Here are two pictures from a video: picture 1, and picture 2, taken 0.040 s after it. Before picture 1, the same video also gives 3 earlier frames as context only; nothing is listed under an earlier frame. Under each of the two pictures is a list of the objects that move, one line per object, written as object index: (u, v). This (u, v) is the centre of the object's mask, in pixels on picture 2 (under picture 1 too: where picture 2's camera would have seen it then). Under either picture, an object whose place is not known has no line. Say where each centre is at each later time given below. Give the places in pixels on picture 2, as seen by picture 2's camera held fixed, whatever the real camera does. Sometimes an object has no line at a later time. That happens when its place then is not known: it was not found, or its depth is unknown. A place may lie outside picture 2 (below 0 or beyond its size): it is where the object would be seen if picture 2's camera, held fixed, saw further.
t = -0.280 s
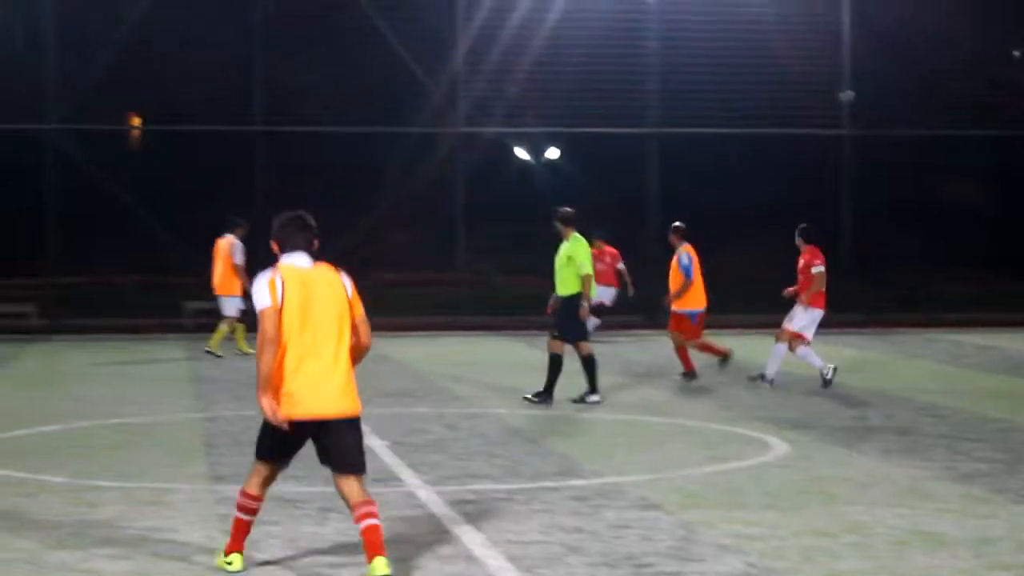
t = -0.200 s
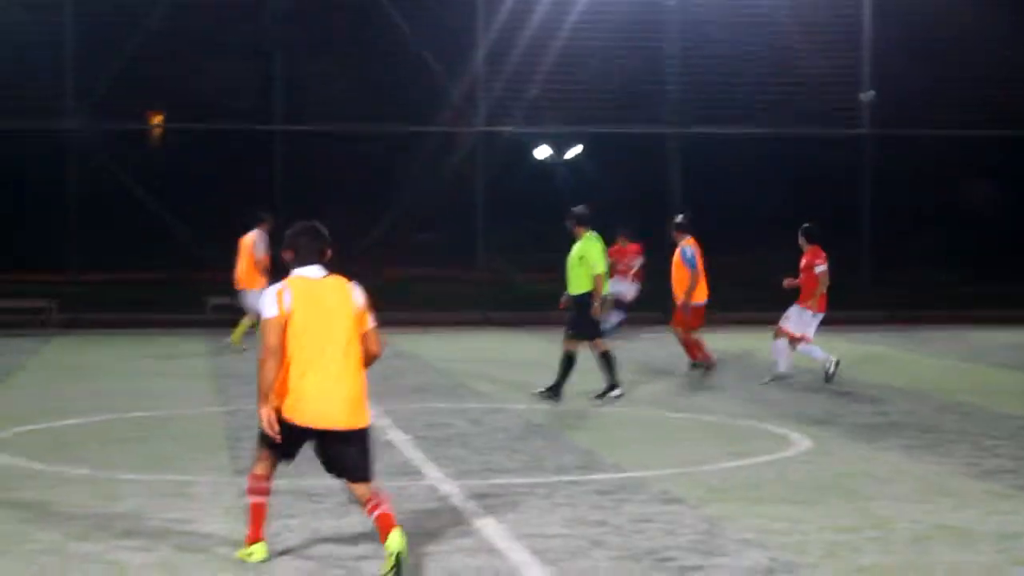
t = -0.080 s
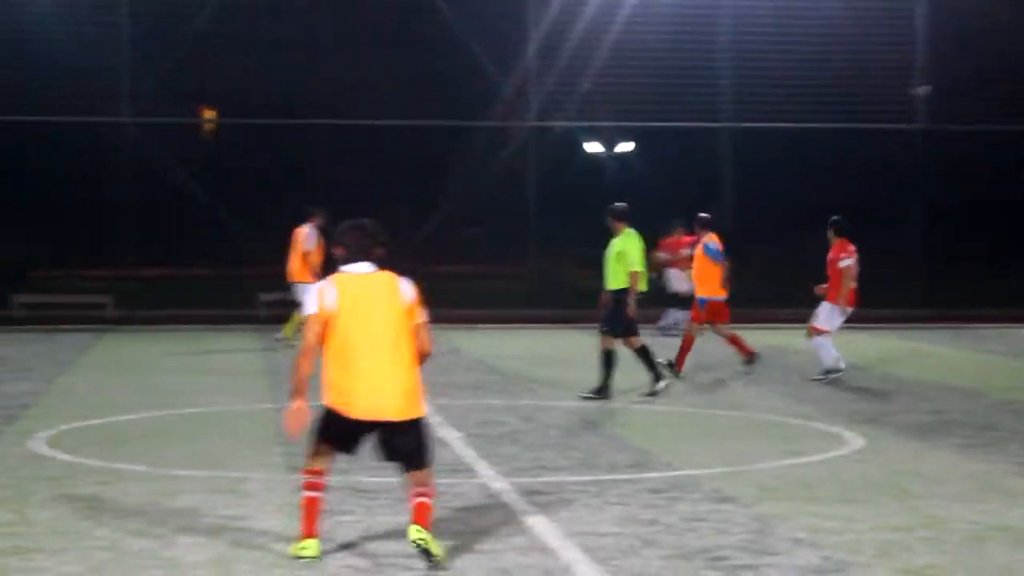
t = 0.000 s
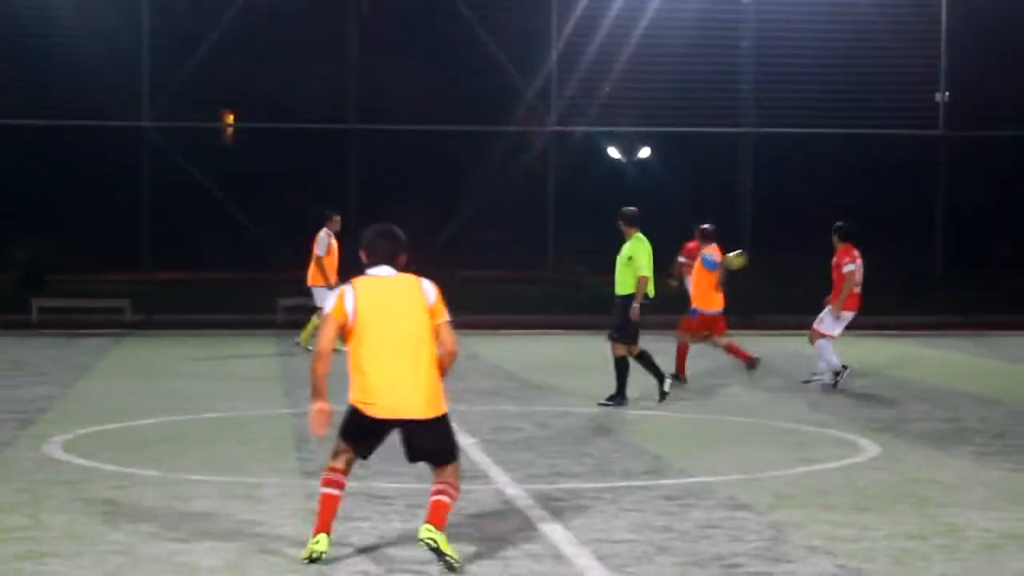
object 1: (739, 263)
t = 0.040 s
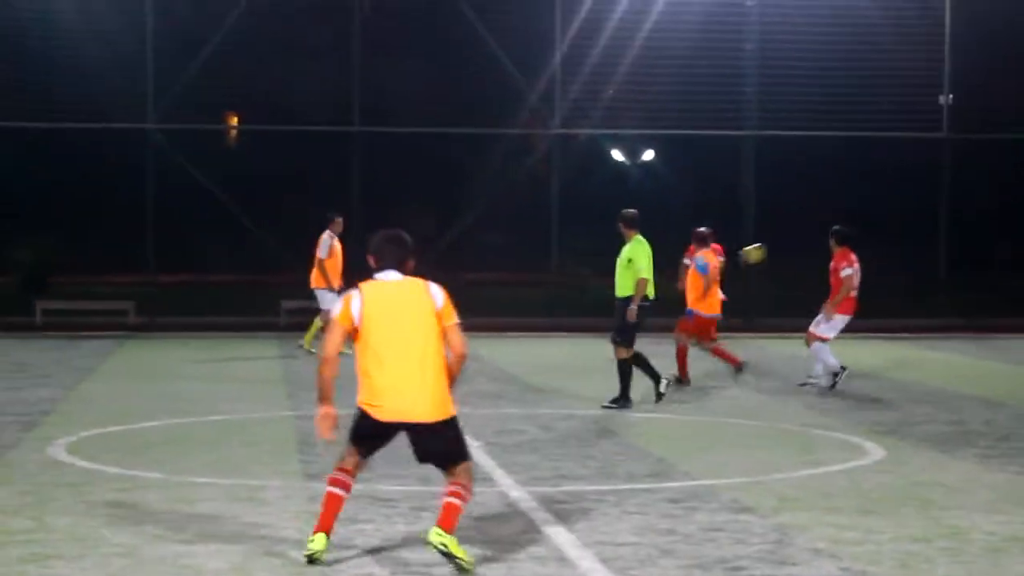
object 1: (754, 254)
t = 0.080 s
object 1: (768, 245)
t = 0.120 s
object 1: (783, 238)
